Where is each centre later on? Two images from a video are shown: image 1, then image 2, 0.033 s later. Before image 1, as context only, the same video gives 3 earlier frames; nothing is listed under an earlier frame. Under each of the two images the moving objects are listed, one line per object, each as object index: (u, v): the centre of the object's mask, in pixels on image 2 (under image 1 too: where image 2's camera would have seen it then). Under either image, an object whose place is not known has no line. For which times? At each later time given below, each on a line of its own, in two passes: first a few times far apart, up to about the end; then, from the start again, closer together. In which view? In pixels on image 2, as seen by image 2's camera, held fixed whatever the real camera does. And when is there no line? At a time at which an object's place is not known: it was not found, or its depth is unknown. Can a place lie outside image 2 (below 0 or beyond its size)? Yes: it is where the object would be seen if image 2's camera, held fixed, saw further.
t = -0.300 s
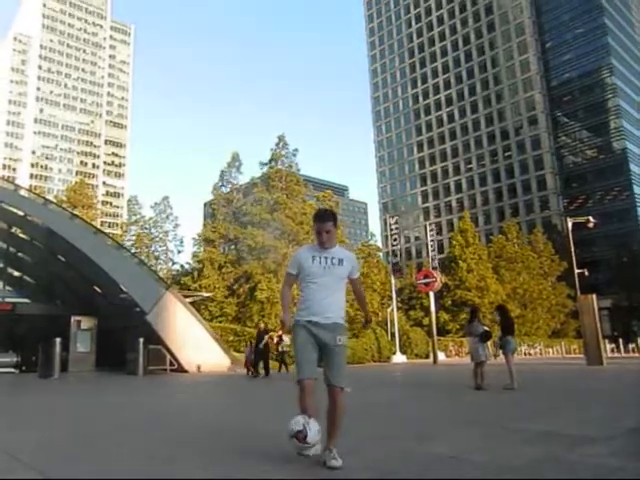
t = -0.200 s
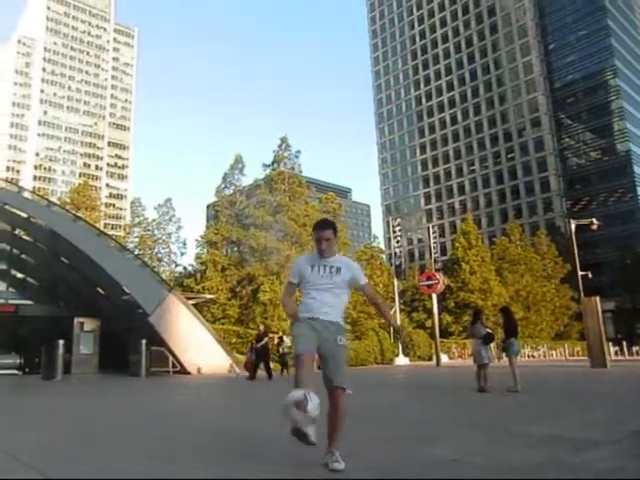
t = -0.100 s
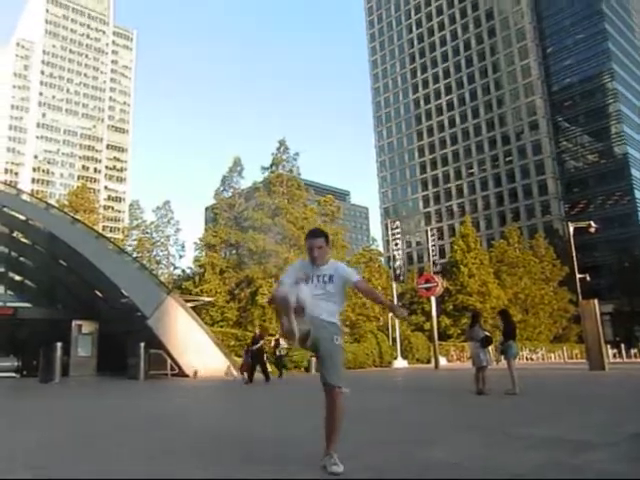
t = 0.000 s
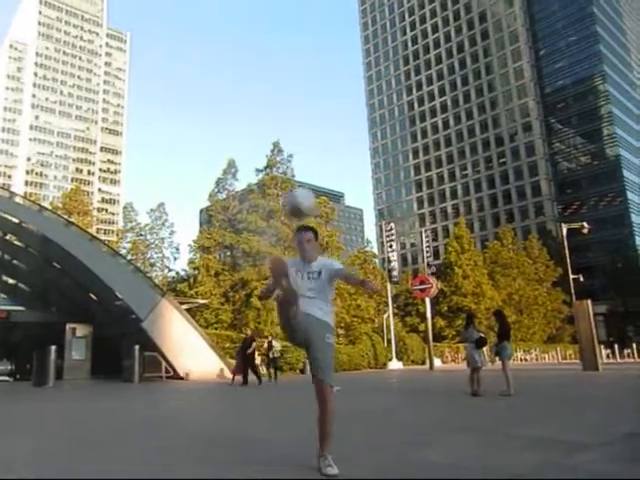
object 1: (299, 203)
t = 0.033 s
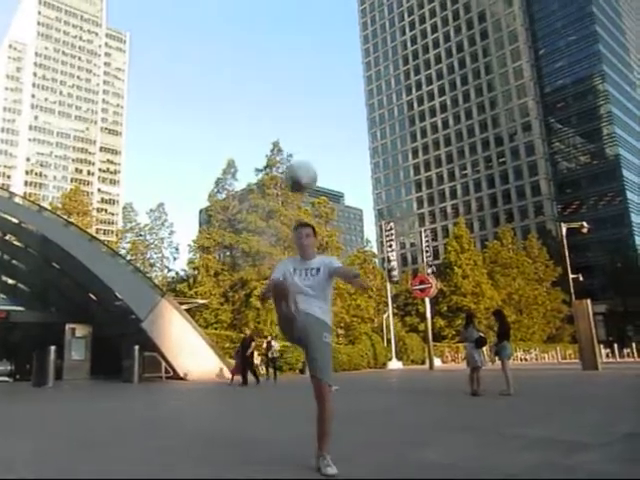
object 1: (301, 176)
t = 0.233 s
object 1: (312, 75)
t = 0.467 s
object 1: (325, 33)
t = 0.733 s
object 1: (341, 57)
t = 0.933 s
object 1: (355, 117)
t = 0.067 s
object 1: (302, 154)
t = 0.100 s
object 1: (305, 134)
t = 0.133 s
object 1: (306, 117)
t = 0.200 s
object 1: (310, 87)
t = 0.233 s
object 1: (312, 75)
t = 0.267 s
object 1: (313, 65)
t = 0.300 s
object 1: (315, 56)
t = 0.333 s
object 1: (317, 49)
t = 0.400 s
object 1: (321, 38)
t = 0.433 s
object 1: (323, 35)
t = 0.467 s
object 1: (325, 33)
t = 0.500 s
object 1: (326, 32)
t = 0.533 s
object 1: (328, 33)
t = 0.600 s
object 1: (332, 37)
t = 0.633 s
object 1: (334, 40)
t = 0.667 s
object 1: (336, 45)
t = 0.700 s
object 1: (339, 50)
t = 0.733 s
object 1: (341, 57)
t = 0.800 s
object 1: (346, 73)
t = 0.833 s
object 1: (348, 82)
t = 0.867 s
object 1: (351, 93)
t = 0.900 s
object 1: (353, 105)
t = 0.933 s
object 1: (355, 117)
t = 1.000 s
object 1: (361, 145)
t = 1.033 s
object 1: (362, 162)
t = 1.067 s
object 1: (366, 178)
